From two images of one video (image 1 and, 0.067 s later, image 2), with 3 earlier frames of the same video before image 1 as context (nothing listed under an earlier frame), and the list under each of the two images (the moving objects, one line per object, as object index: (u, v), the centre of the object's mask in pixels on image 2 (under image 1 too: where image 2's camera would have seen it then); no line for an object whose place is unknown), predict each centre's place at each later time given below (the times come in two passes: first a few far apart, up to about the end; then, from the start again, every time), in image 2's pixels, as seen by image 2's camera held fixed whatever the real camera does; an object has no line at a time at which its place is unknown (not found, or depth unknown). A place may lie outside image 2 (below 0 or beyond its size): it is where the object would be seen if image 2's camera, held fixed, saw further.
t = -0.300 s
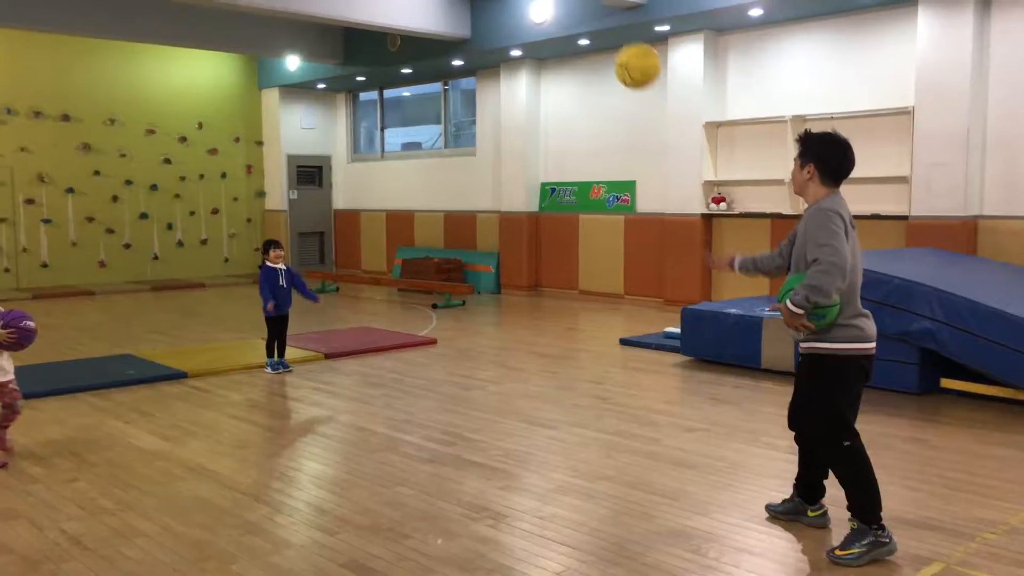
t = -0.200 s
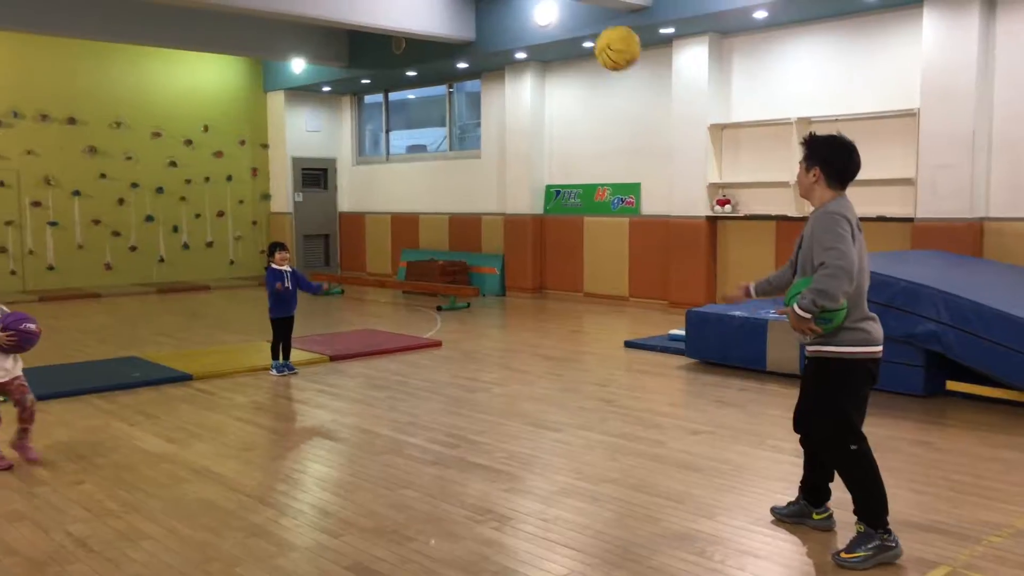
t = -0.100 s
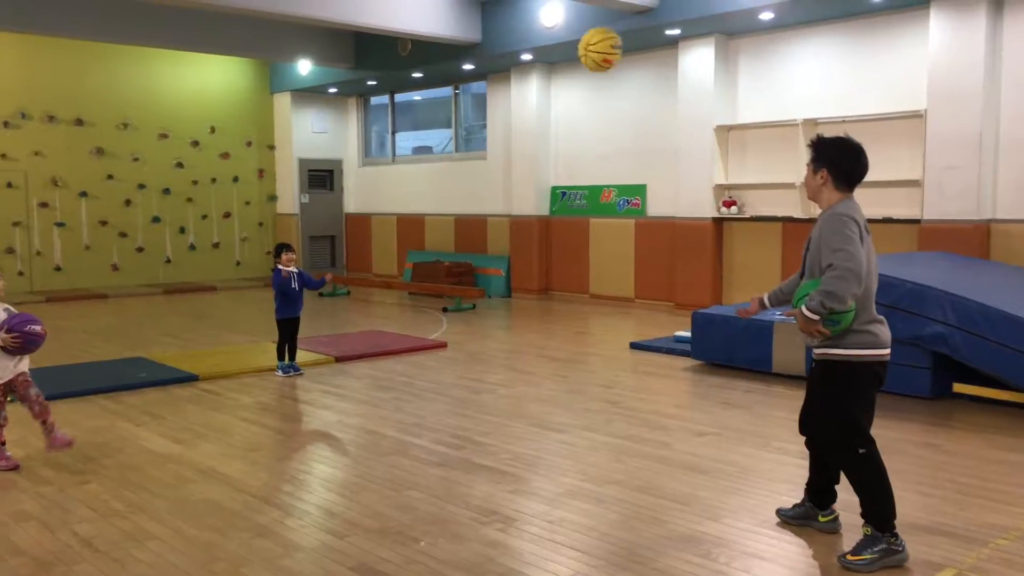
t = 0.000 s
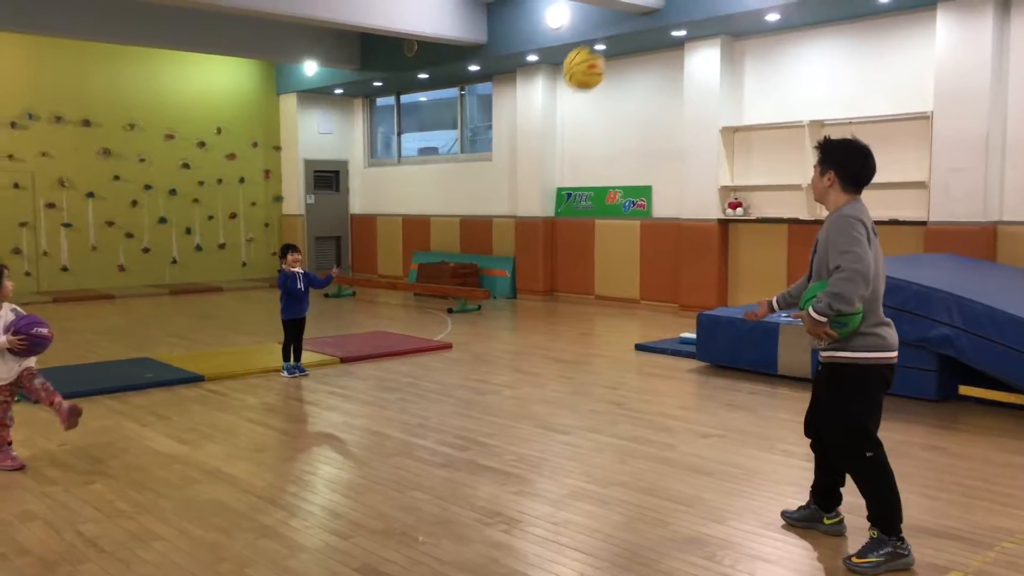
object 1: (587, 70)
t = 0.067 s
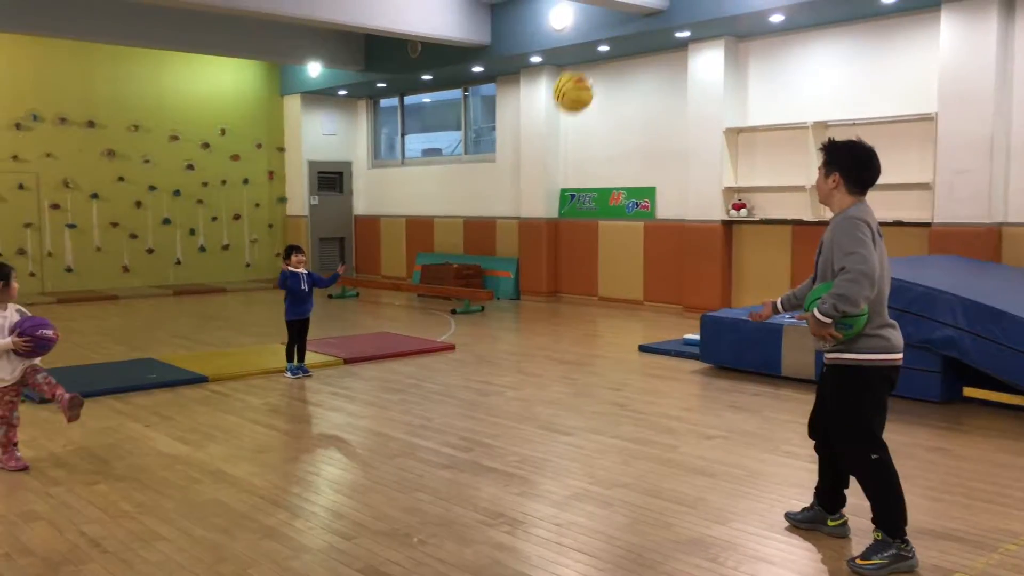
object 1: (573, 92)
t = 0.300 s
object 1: (529, 225)
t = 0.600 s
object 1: (485, 355)
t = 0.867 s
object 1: (453, 233)
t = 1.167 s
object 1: (423, 223)
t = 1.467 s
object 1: (398, 340)
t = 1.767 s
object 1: (371, 300)
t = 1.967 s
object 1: (354, 285)
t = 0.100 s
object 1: (566, 106)
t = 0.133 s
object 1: (559, 122)
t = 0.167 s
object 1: (553, 139)
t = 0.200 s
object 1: (547, 157)
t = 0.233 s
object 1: (541, 178)
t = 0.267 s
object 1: (535, 199)
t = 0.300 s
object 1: (529, 225)
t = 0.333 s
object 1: (523, 247)
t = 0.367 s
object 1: (518, 273)
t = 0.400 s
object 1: (513, 300)
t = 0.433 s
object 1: (507, 325)
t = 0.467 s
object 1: (502, 358)
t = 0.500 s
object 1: (497, 390)
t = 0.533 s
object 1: (493, 404)
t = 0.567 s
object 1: (488, 377)
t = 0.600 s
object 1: (485, 355)
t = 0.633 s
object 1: (479, 333)
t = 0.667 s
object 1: (475, 312)
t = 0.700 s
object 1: (472, 295)
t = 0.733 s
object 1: (468, 281)
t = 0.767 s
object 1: (464, 266)
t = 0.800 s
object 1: (461, 253)
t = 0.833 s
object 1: (457, 241)
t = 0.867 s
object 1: (453, 233)
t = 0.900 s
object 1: (450, 224)
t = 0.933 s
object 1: (447, 219)
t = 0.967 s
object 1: (443, 215)
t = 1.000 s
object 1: (439, 211)
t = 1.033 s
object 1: (436, 211)
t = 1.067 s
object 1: (432, 212)
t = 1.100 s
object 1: (429, 214)
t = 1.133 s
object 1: (426, 218)
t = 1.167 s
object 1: (423, 223)
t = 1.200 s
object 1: (419, 230)
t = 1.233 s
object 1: (417, 239)
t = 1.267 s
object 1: (414, 249)
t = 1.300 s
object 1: (411, 261)
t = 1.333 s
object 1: (408, 275)
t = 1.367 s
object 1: (406, 289)
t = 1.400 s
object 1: (403, 304)
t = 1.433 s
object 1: (401, 321)
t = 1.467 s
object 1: (398, 340)
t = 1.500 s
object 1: (396, 359)
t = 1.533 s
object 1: (394, 381)
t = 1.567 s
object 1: (391, 370)
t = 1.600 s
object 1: (387, 354)
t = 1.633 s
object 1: (384, 341)
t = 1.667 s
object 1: (380, 328)
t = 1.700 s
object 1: (378, 317)
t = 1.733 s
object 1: (374, 307)
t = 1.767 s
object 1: (371, 300)
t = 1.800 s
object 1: (368, 293)
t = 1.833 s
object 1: (365, 289)
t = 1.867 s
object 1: (362, 286)
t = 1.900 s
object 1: (359, 284)
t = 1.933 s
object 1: (356, 284)
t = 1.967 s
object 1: (354, 285)
